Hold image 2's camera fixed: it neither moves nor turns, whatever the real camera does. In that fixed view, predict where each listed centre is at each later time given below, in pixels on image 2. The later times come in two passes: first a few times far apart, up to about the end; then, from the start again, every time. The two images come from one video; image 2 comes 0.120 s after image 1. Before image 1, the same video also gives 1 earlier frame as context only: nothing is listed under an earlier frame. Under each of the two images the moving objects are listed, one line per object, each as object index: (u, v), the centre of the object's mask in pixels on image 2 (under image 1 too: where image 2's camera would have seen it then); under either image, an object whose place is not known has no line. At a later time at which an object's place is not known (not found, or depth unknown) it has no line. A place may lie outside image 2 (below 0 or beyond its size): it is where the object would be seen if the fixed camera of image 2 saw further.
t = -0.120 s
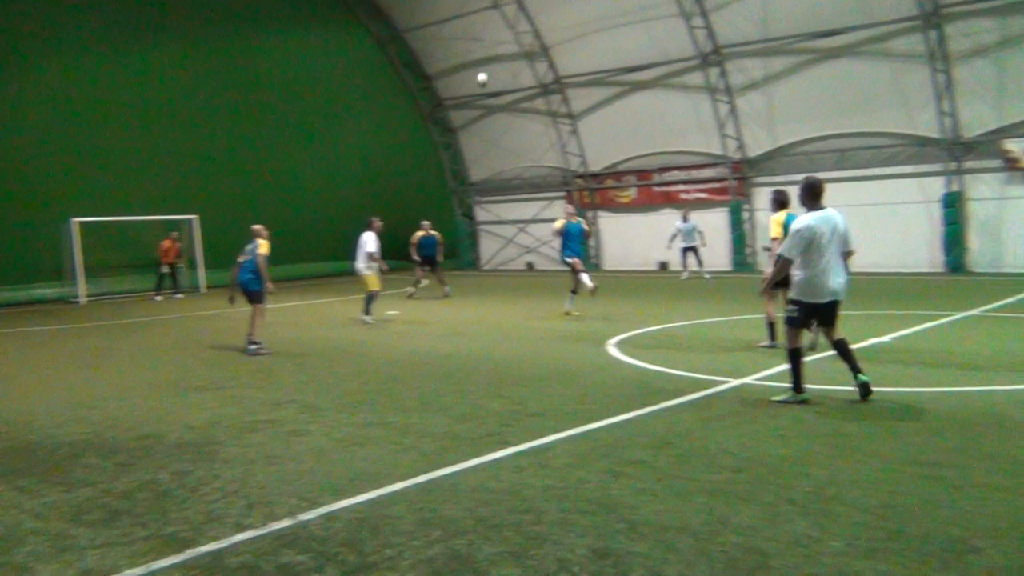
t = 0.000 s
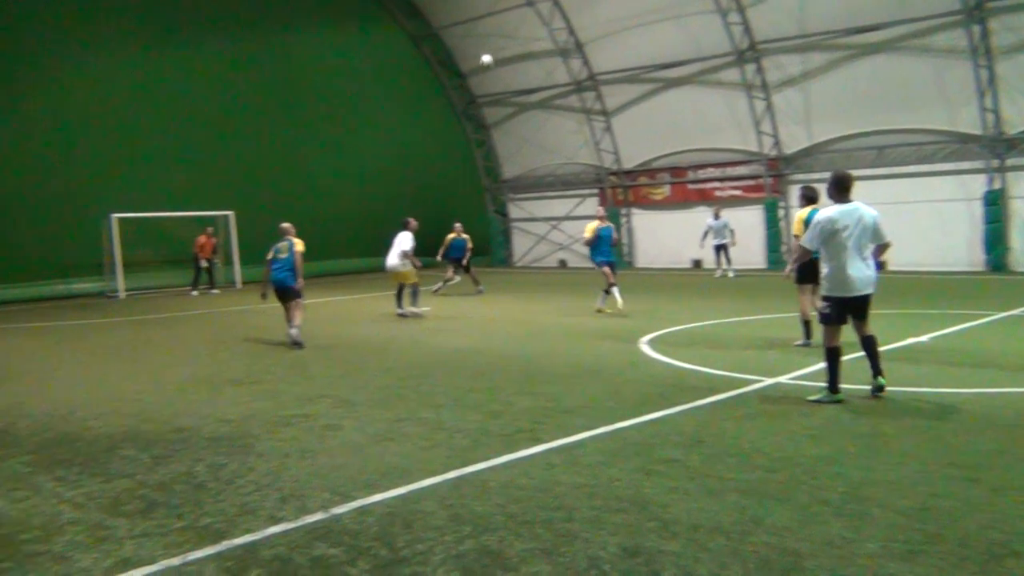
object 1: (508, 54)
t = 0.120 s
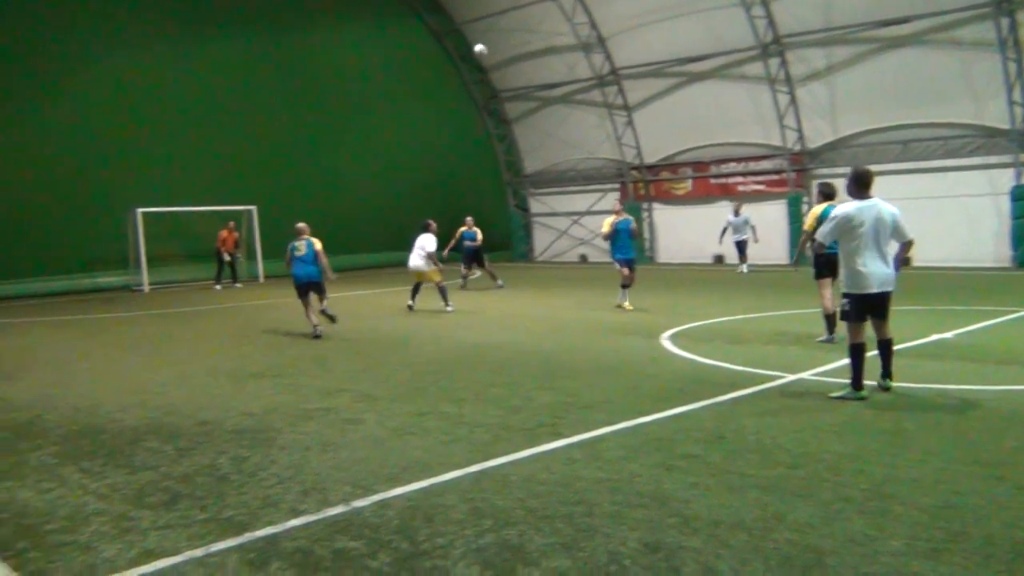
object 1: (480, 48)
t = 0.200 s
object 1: (462, 50)
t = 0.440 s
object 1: (414, 75)
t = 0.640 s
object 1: (380, 122)
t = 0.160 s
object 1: (471, 49)
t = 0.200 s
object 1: (462, 50)
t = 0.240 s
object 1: (453, 52)
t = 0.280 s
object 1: (445, 56)
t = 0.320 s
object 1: (436, 59)
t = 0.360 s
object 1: (429, 63)
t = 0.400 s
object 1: (422, 69)
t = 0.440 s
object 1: (414, 75)
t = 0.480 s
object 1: (407, 83)
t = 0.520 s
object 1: (400, 91)
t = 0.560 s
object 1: (394, 101)
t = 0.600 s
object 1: (387, 110)
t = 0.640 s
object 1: (380, 122)
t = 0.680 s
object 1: (374, 134)
